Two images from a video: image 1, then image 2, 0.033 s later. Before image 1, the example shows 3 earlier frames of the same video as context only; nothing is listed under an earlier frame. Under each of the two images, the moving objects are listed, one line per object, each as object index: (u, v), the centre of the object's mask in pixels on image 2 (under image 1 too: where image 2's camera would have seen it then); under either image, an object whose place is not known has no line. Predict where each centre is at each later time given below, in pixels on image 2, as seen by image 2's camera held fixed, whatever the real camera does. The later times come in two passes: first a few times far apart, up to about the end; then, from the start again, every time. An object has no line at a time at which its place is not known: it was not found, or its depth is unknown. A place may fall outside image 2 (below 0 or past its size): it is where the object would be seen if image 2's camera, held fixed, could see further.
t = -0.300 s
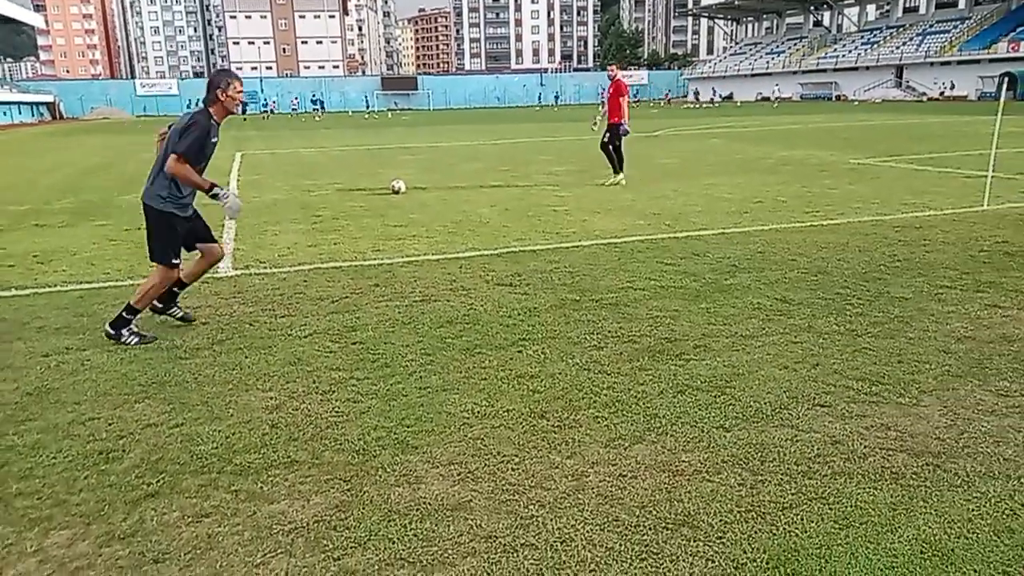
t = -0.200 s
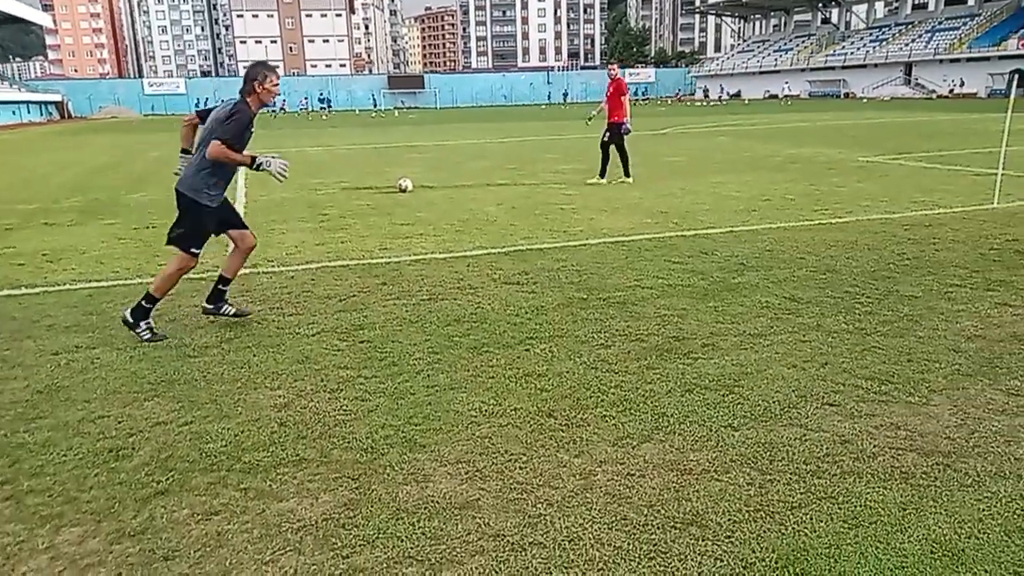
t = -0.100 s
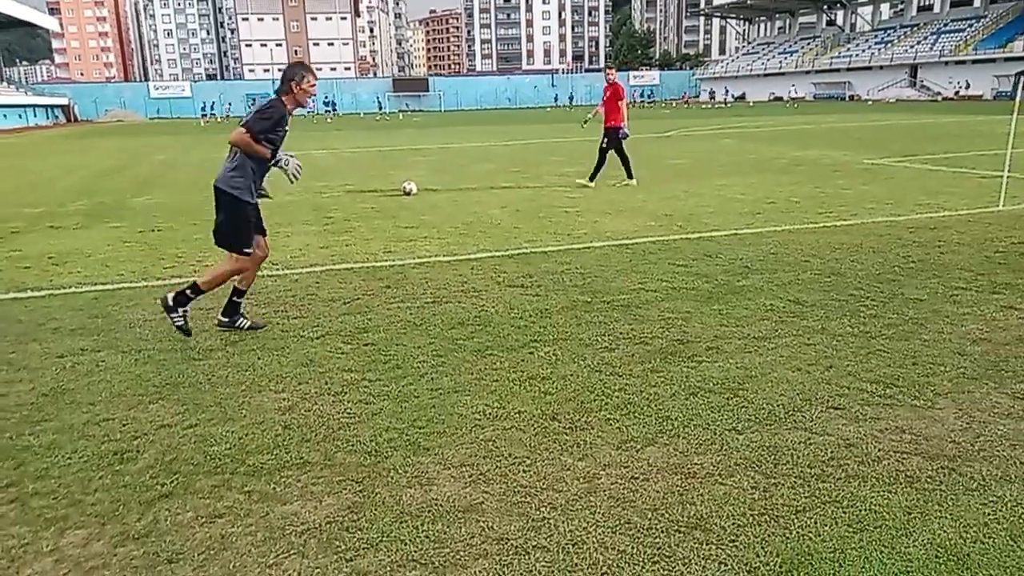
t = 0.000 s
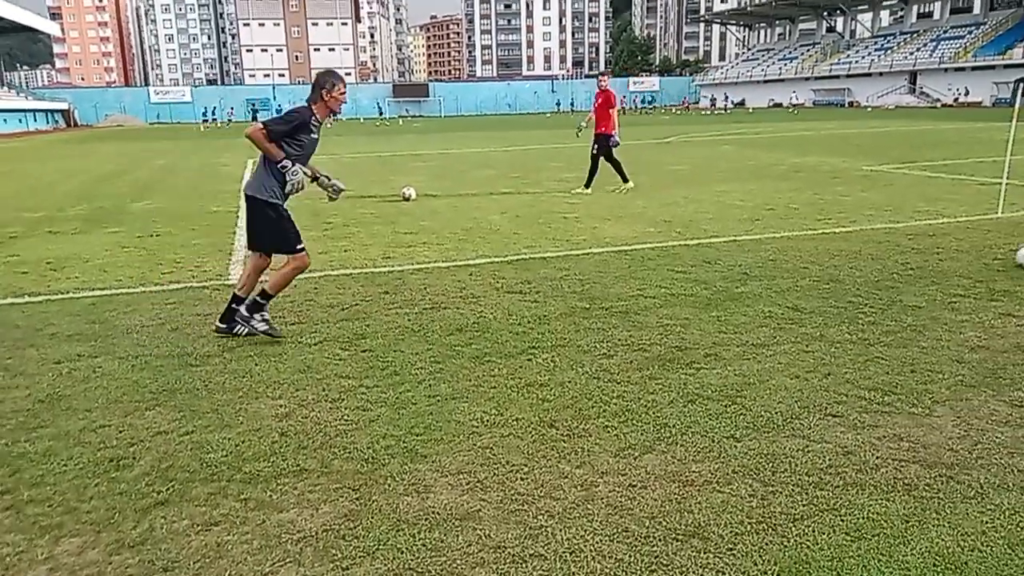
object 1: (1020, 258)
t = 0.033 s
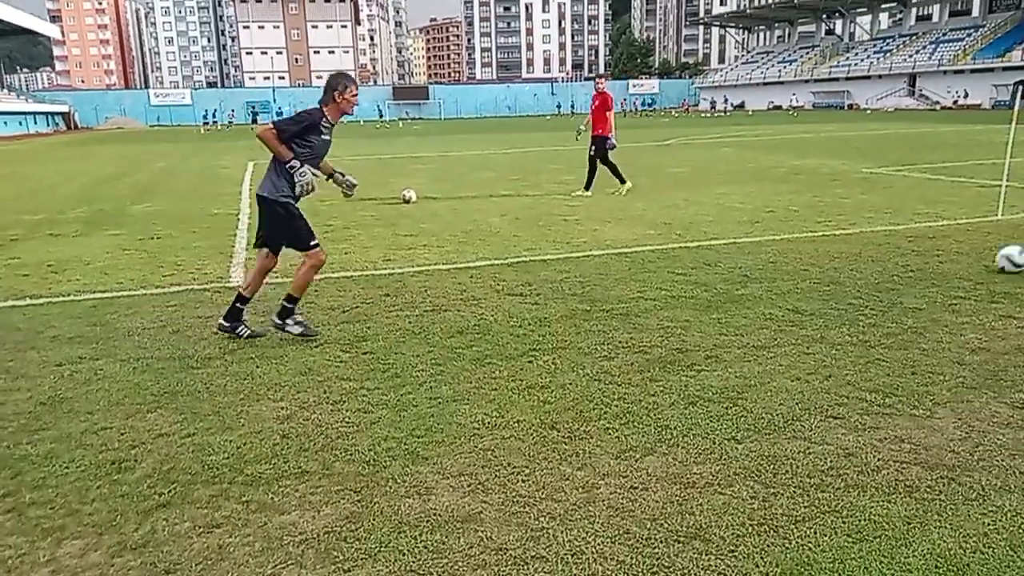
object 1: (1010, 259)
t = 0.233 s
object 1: (880, 274)
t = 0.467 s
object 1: (715, 293)
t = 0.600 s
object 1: (614, 306)
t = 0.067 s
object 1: (991, 261)
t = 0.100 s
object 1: (970, 264)
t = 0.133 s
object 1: (947, 267)
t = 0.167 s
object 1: (926, 268)
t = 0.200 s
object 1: (903, 271)
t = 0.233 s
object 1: (880, 274)
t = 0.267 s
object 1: (858, 275)
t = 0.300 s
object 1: (835, 278)
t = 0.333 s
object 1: (811, 282)
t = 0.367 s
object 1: (788, 283)
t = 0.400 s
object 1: (764, 285)
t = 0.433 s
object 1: (739, 288)
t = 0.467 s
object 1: (715, 293)
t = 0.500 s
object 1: (691, 296)
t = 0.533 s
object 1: (666, 297)
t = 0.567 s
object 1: (640, 301)
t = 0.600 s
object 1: (614, 306)
